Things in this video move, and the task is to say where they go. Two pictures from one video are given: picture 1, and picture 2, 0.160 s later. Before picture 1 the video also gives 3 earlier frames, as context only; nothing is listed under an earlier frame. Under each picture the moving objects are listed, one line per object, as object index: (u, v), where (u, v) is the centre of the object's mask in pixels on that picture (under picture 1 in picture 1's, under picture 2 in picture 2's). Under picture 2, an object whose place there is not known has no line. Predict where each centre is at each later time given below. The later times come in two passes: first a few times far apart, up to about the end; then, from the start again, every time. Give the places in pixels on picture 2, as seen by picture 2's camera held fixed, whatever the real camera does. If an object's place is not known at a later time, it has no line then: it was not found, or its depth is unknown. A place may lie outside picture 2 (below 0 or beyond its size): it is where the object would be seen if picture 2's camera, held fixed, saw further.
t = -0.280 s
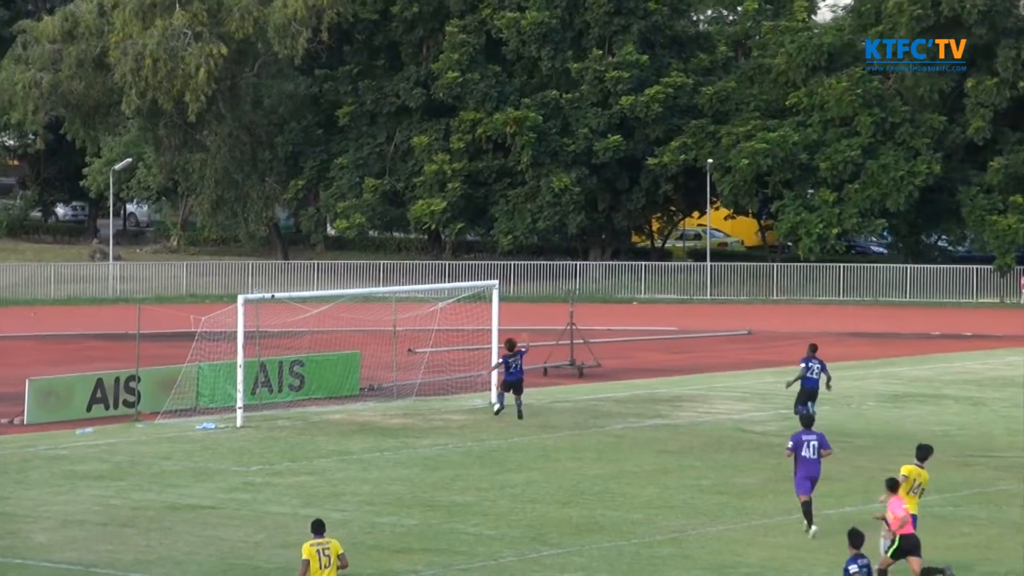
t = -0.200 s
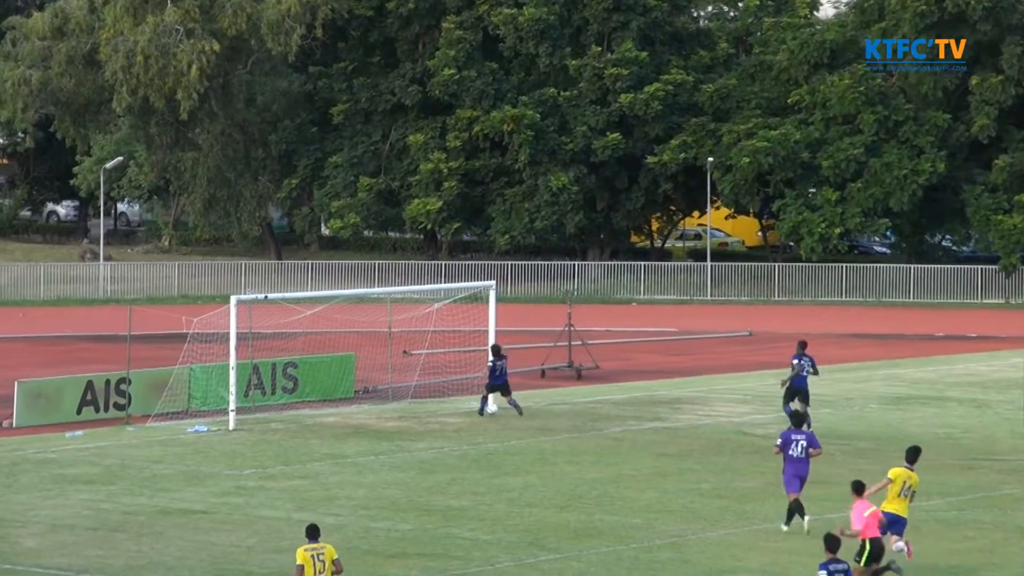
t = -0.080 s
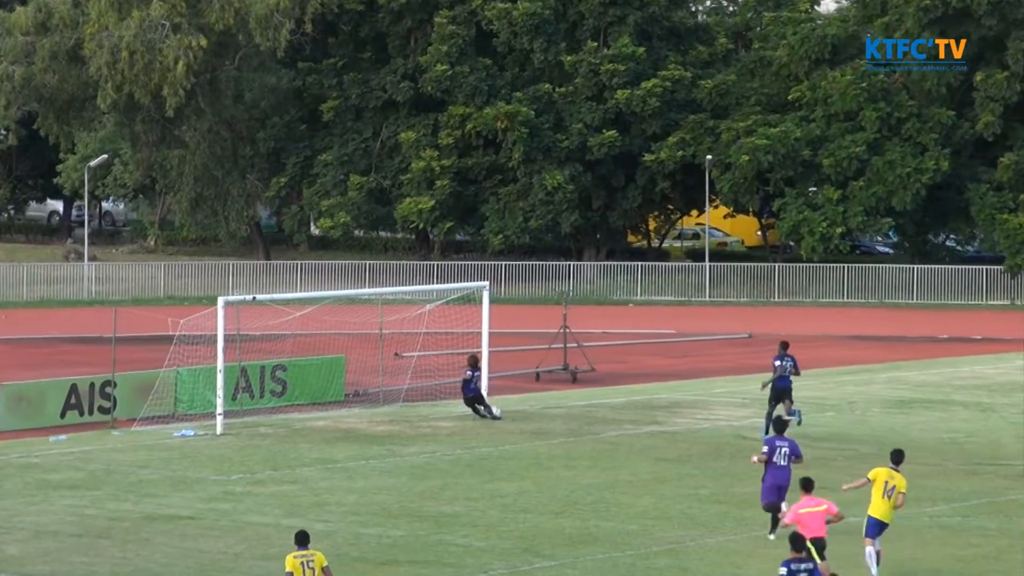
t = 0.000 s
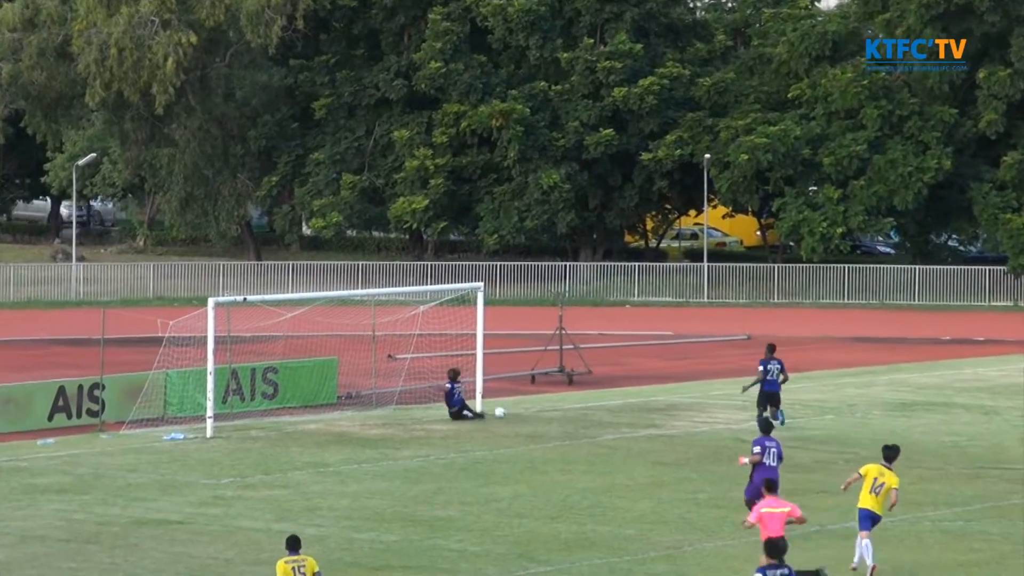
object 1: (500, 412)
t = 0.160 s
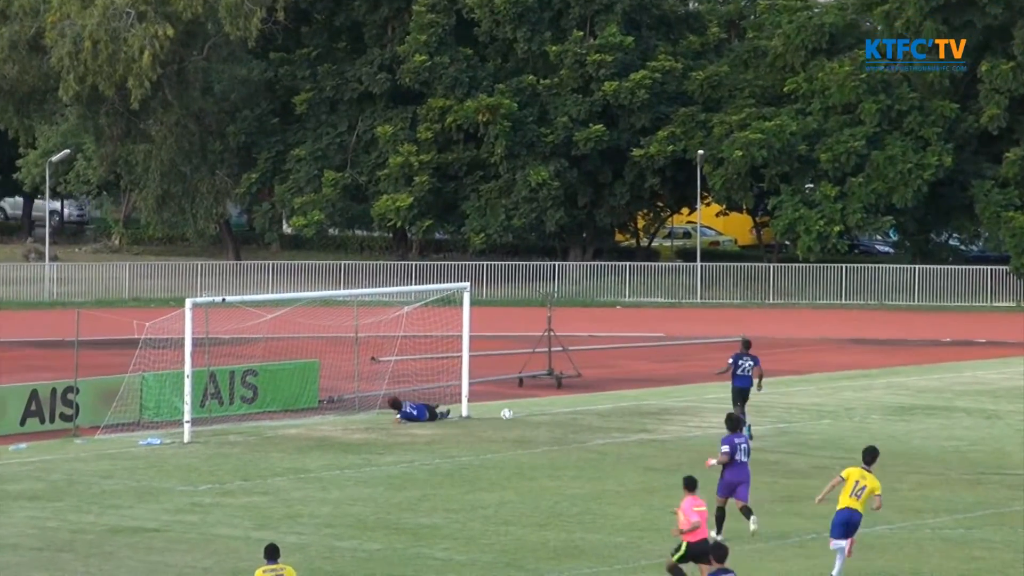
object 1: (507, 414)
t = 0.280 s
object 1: (516, 411)
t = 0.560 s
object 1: (537, 409)
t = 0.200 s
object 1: (510, 413)
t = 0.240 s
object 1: (513, 412)
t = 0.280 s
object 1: (516, 411)
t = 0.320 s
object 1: (520, 411)
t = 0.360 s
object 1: (522, 411)
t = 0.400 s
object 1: (524, 411)
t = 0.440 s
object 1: (528, 410)
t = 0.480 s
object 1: (531, 410)
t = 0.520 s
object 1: (534, 410)
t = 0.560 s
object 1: (537, 409)
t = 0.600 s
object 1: (541, 409)
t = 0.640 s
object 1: (544, 409)
